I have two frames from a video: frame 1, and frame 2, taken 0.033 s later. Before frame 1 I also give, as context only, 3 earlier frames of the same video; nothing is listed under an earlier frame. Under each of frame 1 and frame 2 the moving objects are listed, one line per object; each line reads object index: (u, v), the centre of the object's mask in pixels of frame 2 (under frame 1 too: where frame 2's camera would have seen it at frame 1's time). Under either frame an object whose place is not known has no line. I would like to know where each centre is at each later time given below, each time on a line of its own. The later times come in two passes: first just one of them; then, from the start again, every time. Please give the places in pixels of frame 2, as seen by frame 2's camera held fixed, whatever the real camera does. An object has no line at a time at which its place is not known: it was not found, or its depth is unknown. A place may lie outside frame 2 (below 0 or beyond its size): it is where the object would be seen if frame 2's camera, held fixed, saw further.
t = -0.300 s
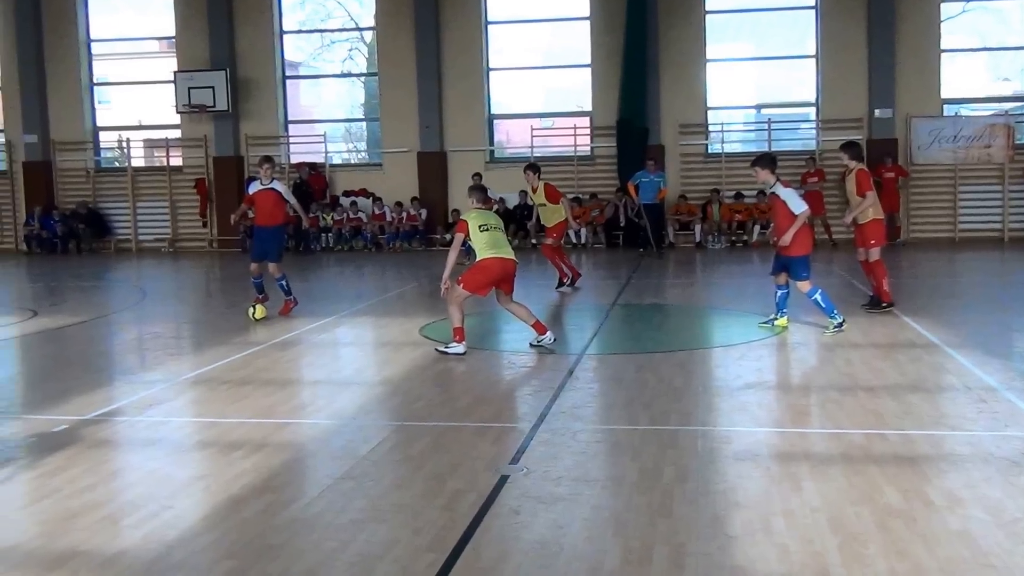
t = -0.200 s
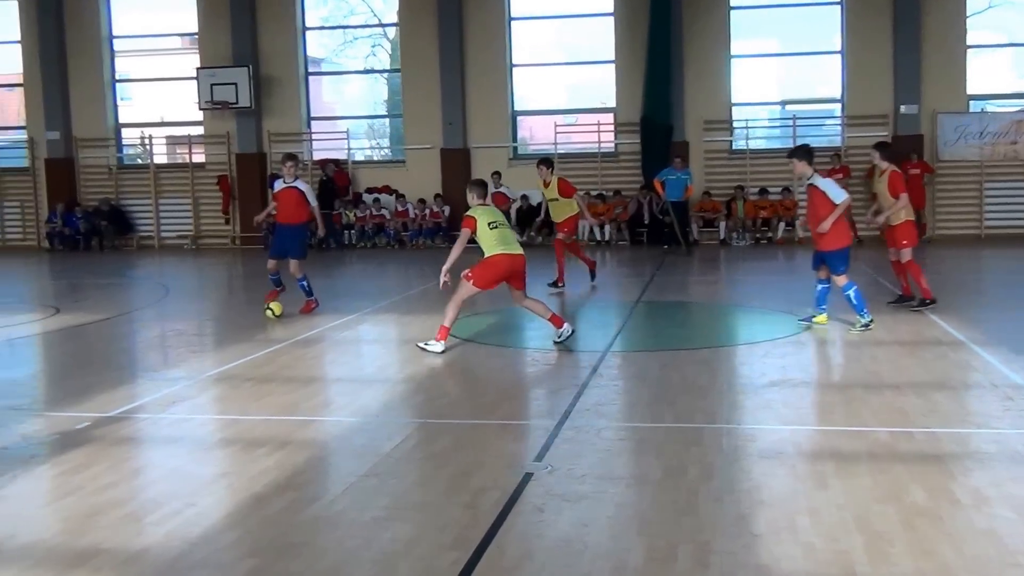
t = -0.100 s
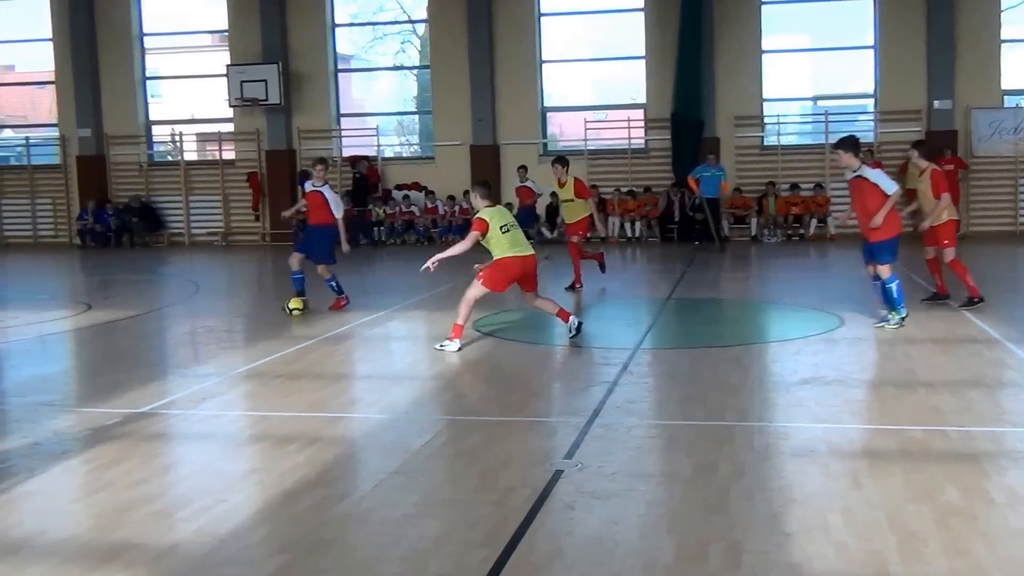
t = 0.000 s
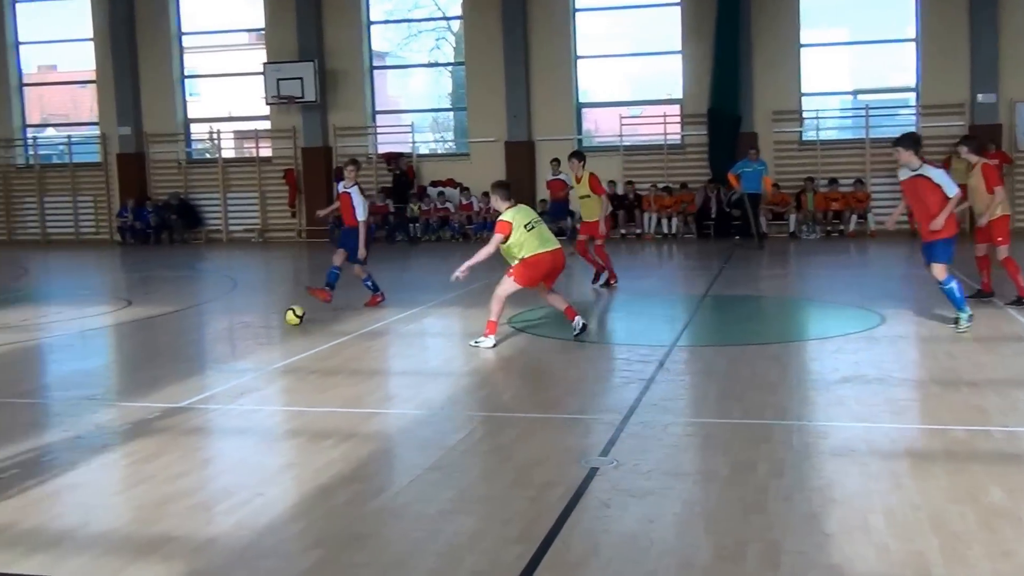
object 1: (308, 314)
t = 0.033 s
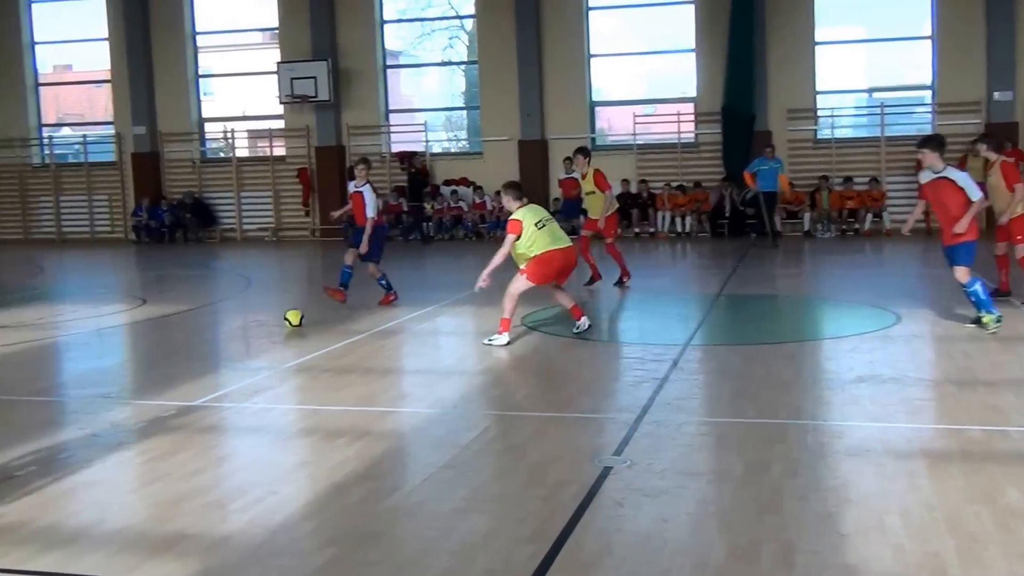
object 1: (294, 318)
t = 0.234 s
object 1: (208, 348)
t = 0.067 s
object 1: (286, 322)
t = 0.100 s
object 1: (270, 327)
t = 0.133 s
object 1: (254, 333)
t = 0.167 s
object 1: (245, 336)
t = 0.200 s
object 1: (227, 342)
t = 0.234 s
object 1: (208, 348)
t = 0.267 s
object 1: (199, 351)
